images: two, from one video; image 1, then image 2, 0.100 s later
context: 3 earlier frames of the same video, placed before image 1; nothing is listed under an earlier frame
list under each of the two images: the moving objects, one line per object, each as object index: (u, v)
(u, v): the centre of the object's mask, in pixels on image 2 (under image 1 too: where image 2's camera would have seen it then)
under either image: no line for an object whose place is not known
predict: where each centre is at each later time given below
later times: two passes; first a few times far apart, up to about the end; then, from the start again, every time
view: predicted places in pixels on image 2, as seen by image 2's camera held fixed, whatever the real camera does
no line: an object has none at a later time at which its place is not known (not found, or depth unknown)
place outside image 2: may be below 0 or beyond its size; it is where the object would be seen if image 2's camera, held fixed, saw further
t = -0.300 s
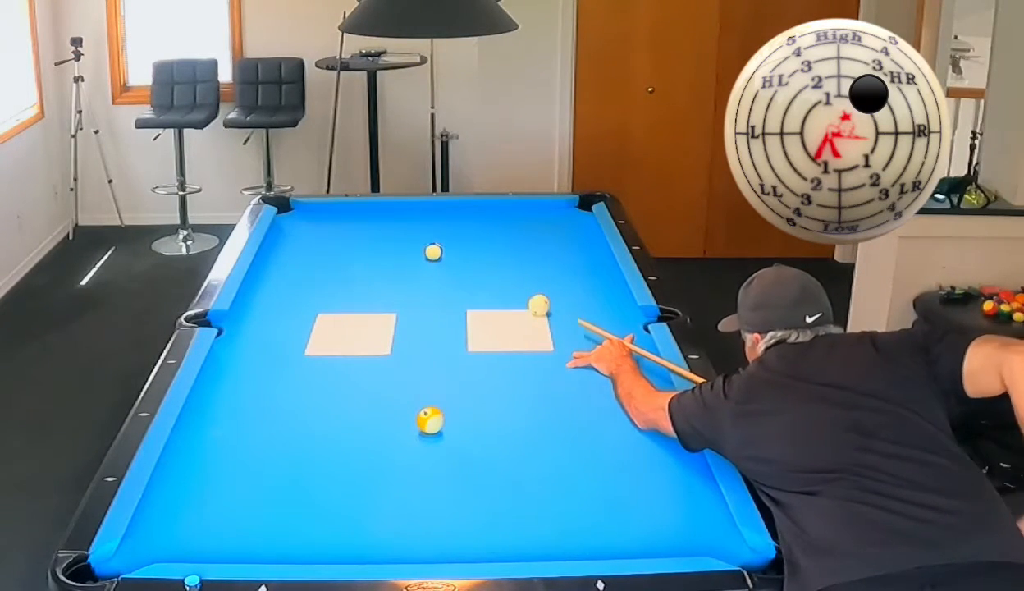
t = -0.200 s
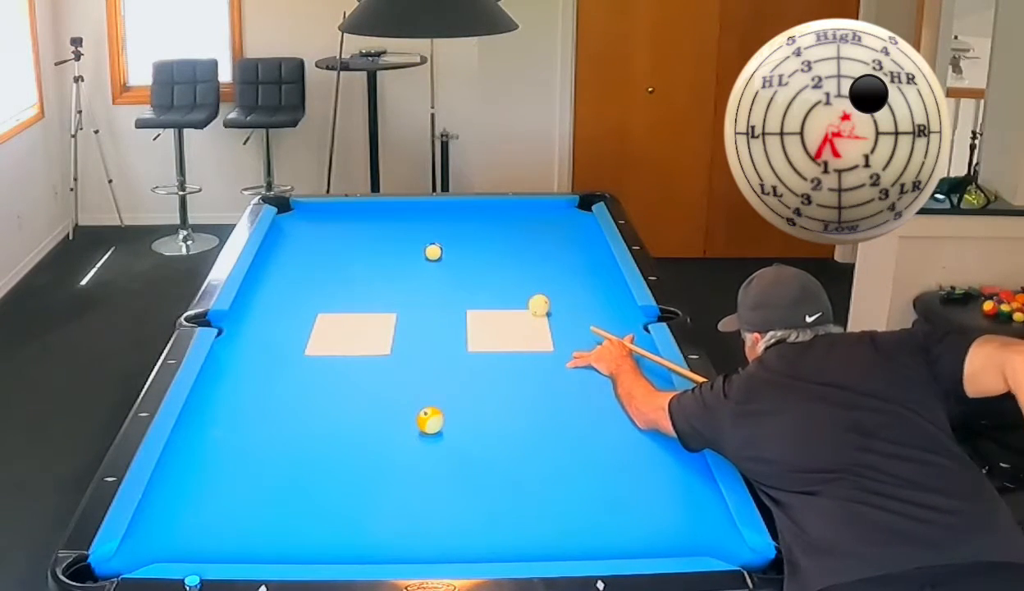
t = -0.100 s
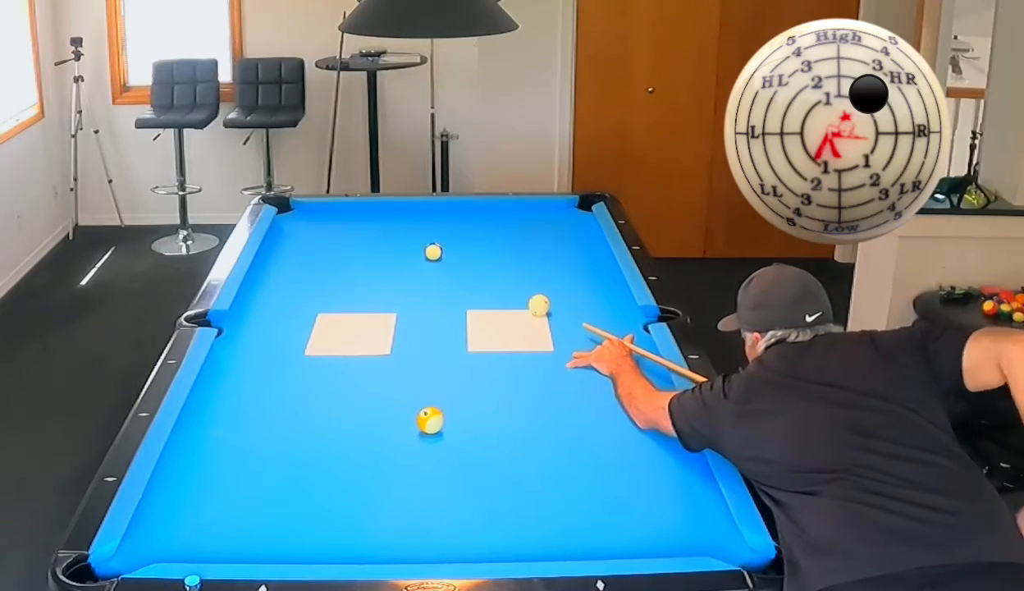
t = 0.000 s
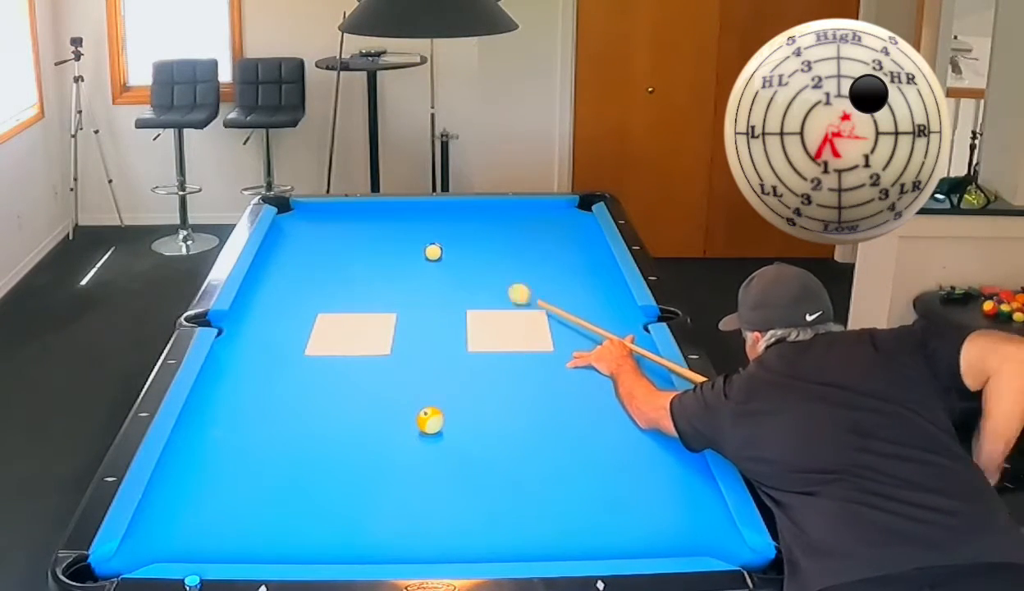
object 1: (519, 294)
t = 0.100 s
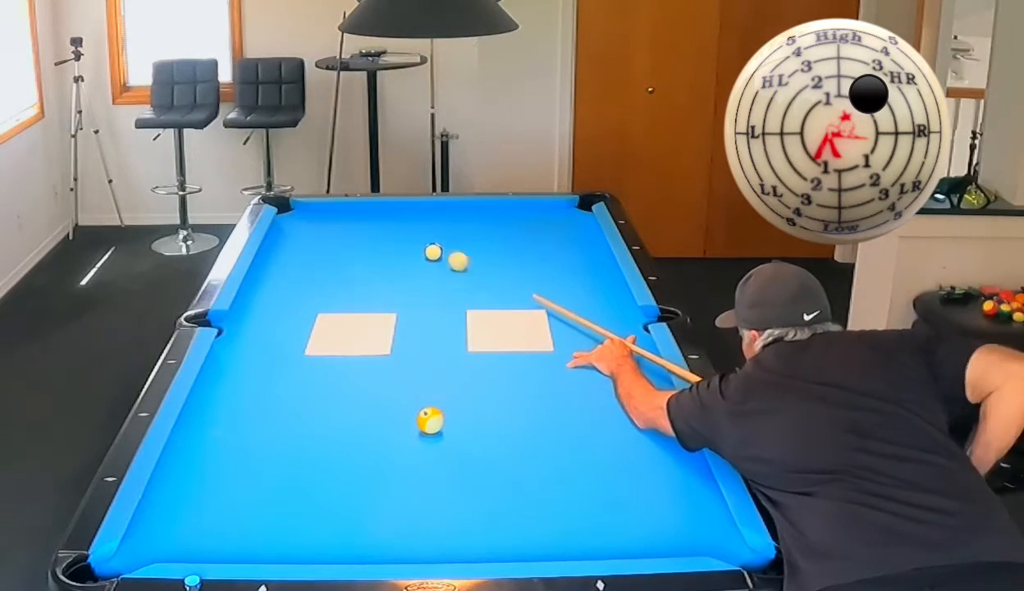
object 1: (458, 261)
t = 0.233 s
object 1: (464, 246)
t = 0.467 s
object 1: (483, 227)
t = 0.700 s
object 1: (500, 211)
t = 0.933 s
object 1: (527, 209)
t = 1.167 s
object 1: (562, 217)
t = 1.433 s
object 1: (585, 226)
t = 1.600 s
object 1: (574, 231)
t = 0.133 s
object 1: (449, 254)
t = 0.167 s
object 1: (455, 252)
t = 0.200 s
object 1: (460, 249)
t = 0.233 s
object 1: (464, 246)
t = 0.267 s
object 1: (467, 243)
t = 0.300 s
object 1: (470, 240)
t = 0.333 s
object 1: (472, 238)
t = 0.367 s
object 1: (475, 235)
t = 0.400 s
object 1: (478, 232)
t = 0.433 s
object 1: (481, 230)
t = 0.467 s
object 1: (483, 227)
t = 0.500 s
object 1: (486, 225)
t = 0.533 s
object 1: (488, 223)
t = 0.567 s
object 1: (491, 220)
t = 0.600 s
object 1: (493, 218)
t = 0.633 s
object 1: (496, 216)
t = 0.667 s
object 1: (498, 213)
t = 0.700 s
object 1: (500, 211)
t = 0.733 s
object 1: (503, 209)
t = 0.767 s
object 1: (505, 206)
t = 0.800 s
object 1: (507, 204)
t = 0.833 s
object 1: (512, 205)
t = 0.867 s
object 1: (517, 207)
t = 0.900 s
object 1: (522, 208)
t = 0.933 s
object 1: (527, 209)
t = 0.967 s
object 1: (532, 210)
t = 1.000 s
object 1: (537, 211)
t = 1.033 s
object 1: (542, 212)
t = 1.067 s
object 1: (547, 213)
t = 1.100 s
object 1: (552, 214)
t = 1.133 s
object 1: (557, 216)
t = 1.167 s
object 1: (562, 217)
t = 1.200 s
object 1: (567, 218)
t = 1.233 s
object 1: (572, 219)
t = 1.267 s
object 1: (577, 220)
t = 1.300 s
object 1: (583, 221)
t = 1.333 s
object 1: (588, 223)
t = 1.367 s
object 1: (589, 224)
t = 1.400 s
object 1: (587, 225)
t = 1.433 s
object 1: (585, 226)
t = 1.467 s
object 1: (583, 227)
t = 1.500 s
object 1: (581, 228)
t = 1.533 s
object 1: (579, 229)
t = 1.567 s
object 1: (576, 230)
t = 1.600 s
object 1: (574, 231)
